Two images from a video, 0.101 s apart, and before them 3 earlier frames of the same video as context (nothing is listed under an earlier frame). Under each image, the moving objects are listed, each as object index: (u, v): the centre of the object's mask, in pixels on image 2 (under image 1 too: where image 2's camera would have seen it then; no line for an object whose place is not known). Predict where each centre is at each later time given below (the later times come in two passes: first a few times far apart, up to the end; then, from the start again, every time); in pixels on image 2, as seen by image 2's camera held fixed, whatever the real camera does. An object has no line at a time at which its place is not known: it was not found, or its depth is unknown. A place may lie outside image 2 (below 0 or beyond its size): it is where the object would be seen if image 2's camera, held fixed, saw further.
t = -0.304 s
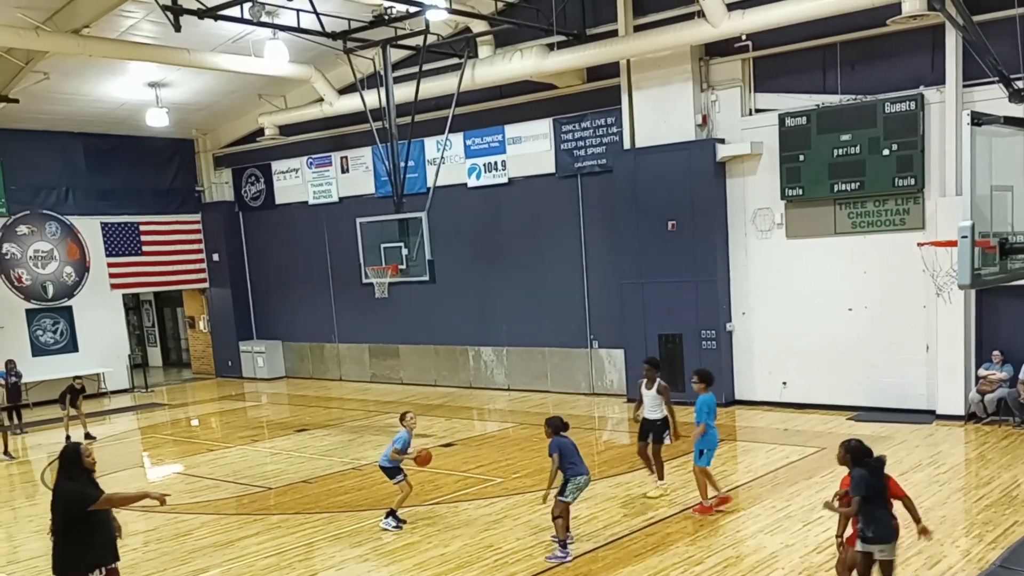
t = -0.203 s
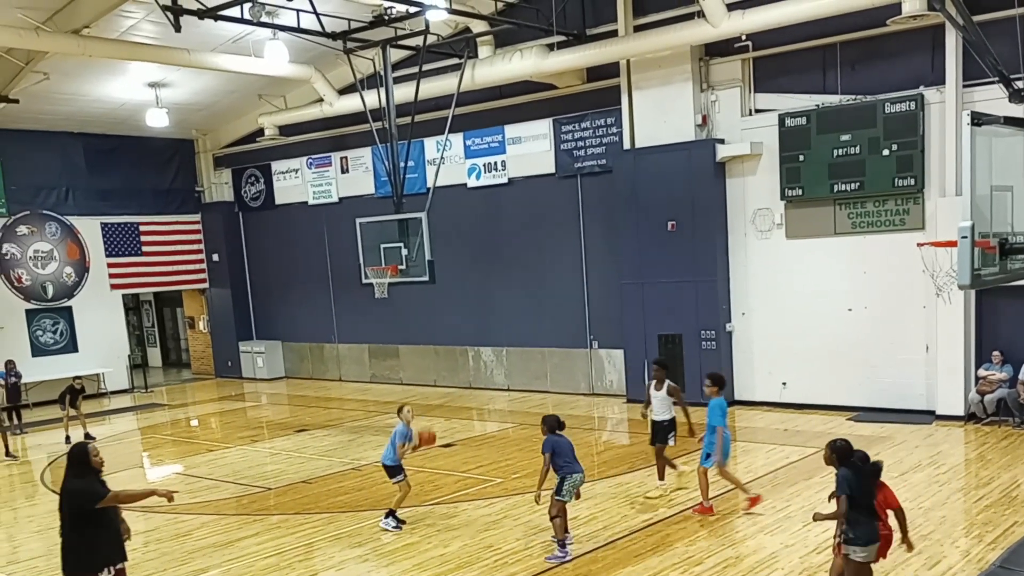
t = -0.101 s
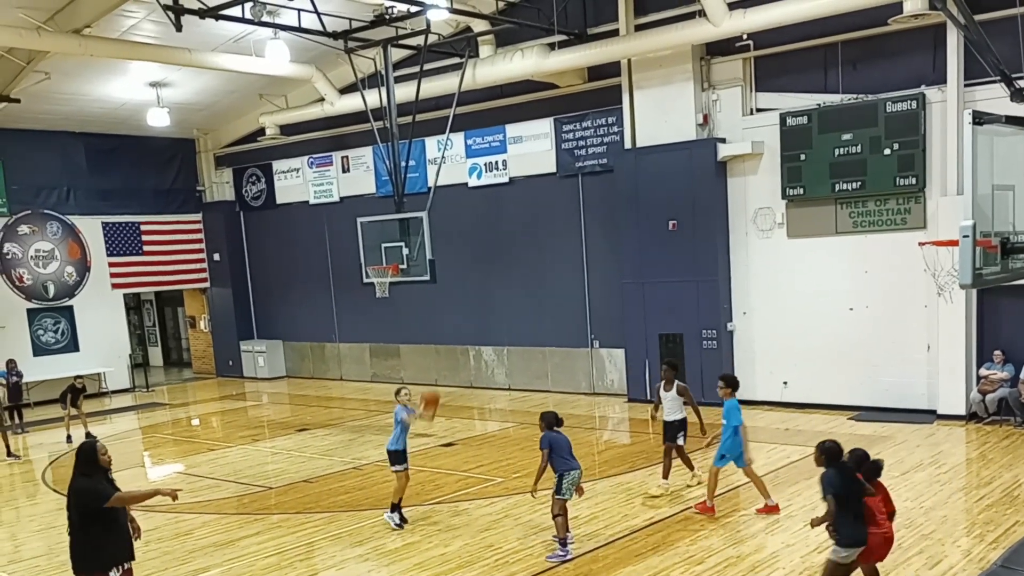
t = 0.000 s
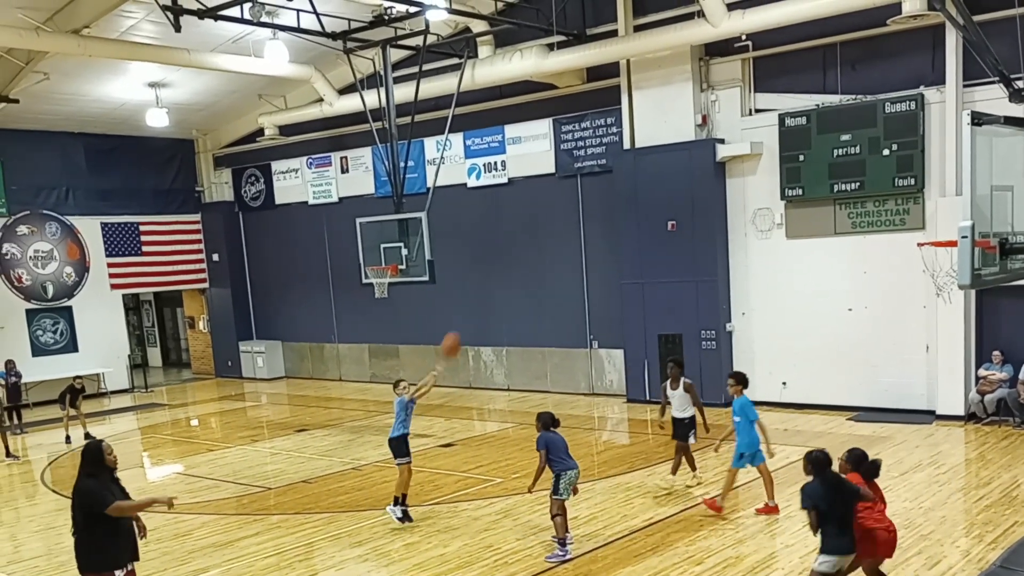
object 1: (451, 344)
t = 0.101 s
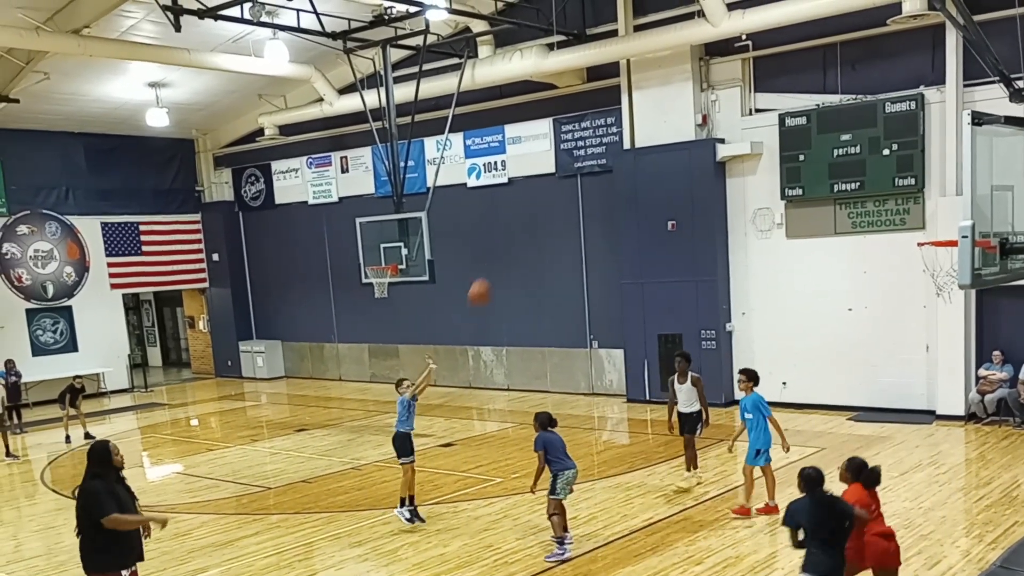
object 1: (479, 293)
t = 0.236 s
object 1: (521, 232)
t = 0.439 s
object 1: (591, 166)
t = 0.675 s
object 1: (688, 132)
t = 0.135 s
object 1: (489, 276)
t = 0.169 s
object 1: (500, 261)
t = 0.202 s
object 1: (510, 246)
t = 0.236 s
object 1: (521, 232)
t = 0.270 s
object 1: (531, 219)
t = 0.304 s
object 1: (543, 206)
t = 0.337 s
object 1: (555, 194)
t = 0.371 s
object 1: (566, 184)
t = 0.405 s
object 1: (579, 174)
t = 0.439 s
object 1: (591, 166)
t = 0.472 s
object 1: (606, 157)
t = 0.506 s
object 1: (617, 152)
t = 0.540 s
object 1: (630, 145)
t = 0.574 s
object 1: (645, 140)
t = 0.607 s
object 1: (659, 136)
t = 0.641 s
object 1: (673, 134)
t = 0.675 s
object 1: (688, 132)
